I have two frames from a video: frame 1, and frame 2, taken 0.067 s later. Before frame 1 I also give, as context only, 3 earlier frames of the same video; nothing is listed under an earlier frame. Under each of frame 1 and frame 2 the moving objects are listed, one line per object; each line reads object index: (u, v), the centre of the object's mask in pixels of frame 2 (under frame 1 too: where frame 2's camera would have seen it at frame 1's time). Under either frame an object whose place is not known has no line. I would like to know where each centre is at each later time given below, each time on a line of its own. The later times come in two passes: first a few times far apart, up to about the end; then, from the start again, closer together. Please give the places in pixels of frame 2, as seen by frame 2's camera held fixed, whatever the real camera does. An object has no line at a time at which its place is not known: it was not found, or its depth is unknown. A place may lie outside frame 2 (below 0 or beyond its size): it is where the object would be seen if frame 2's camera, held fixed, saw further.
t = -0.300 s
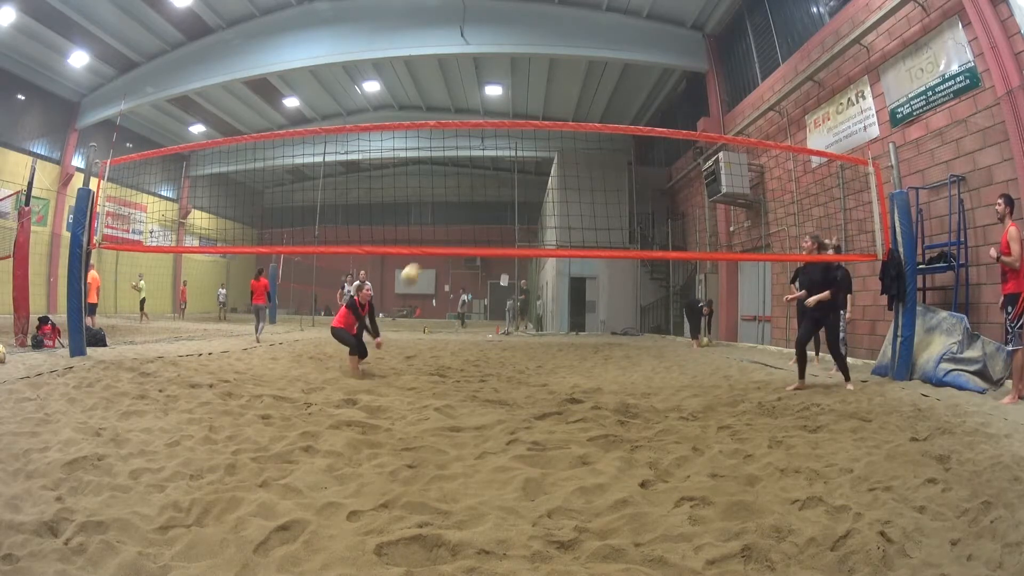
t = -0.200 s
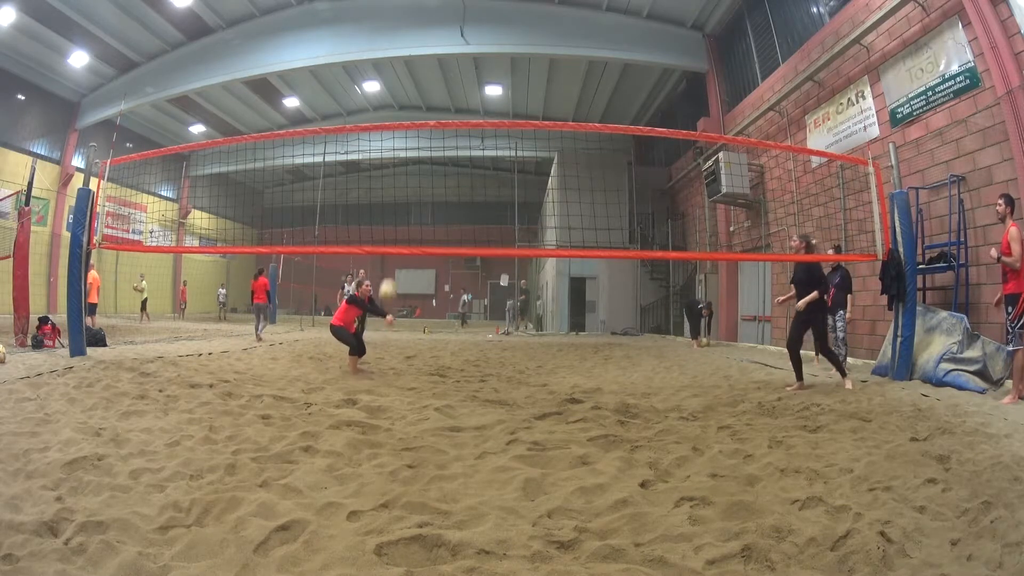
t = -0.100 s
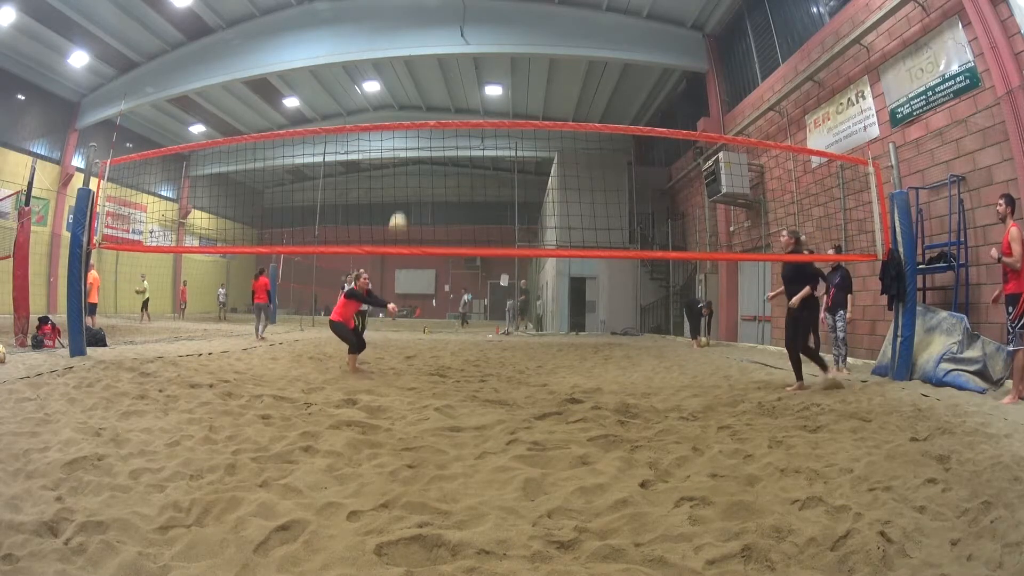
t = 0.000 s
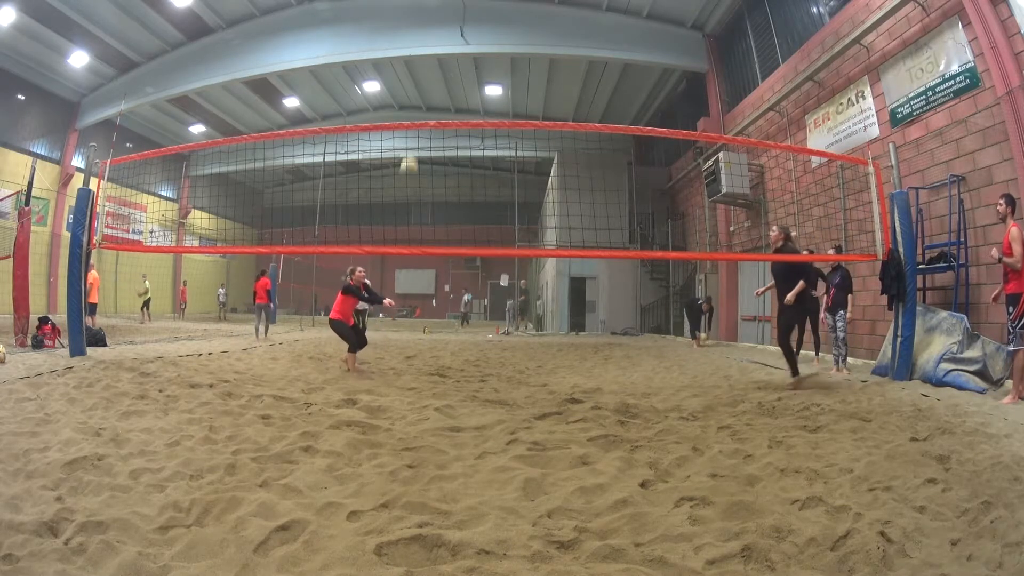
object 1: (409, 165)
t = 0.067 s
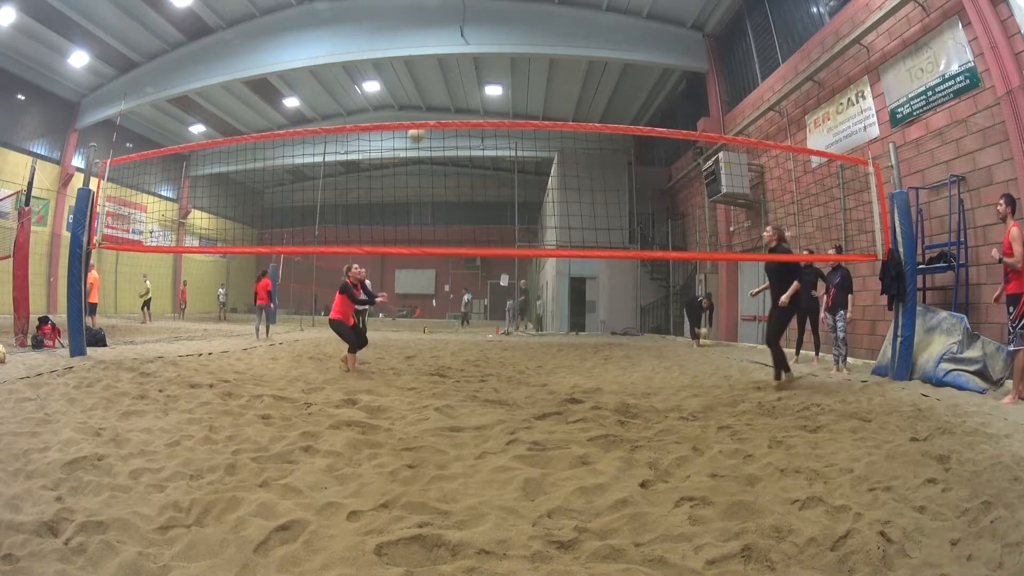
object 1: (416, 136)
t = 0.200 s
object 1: (430, 82)
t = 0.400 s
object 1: (447, 34)
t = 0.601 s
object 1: (462, 11)
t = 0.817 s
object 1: (476, 12)
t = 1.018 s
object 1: (488, 41)
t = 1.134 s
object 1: (496, 72)
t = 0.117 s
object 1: (421, 111)
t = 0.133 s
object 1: (423, 105)
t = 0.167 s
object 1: (426, 94)
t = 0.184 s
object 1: (428, 87)
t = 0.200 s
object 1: (430, 82)
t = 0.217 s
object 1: (432, 77)
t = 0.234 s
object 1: (433, 72)
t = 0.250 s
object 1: (435, 67)
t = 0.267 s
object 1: (436, 62)
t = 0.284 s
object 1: (438, 59)
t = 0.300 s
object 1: (439, 53)
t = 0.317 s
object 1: (441, 50)
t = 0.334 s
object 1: (442, 47)
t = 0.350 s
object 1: (444, 43)
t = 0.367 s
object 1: (445, 40)
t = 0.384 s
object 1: (446, 37)
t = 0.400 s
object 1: (447, 34)
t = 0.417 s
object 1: (449, 31)
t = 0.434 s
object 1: (451, 28)
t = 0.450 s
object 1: (452, 26)
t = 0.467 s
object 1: (453, 24)
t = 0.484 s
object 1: (454, 21)
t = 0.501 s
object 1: (456, 19)
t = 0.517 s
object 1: (457, 17)
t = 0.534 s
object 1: (457, 17)
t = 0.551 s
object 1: (459, 15)
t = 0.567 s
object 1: (460, 12)
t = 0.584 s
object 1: (461, 12)
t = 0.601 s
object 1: (462, 11)
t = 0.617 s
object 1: (463, 10)
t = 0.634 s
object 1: (465, 9)
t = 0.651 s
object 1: (466, 9)
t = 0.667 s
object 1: (467, 9)
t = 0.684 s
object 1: (468, 9)
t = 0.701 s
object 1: (469, 9)
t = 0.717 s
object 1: (470, 9)
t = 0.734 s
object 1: (471, 9)
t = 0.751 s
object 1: (472, 9)
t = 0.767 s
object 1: (473, 10)
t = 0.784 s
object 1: (474, 10)
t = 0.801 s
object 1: (476, 11)
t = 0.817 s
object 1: (476, 12)
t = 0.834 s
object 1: (477, 14)
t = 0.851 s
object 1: (479, 15)
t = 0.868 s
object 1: (480, 17)
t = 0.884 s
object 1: (481, 19)
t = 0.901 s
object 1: (481, 21)
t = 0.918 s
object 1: (482, 23)
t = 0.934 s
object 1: (483, 26)
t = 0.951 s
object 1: (485, 28)
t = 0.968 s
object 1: (485, 31)
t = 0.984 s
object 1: (486, 34)
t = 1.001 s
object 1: (487, 38)
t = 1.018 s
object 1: (488, 41)
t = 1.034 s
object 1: (489, 45)
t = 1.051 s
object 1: (490, 48)
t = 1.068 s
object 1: (491, 52)
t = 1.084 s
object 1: (492, 56)
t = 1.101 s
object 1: (493, 61)
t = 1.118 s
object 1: (494, 66)
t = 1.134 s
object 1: (496, 72)
